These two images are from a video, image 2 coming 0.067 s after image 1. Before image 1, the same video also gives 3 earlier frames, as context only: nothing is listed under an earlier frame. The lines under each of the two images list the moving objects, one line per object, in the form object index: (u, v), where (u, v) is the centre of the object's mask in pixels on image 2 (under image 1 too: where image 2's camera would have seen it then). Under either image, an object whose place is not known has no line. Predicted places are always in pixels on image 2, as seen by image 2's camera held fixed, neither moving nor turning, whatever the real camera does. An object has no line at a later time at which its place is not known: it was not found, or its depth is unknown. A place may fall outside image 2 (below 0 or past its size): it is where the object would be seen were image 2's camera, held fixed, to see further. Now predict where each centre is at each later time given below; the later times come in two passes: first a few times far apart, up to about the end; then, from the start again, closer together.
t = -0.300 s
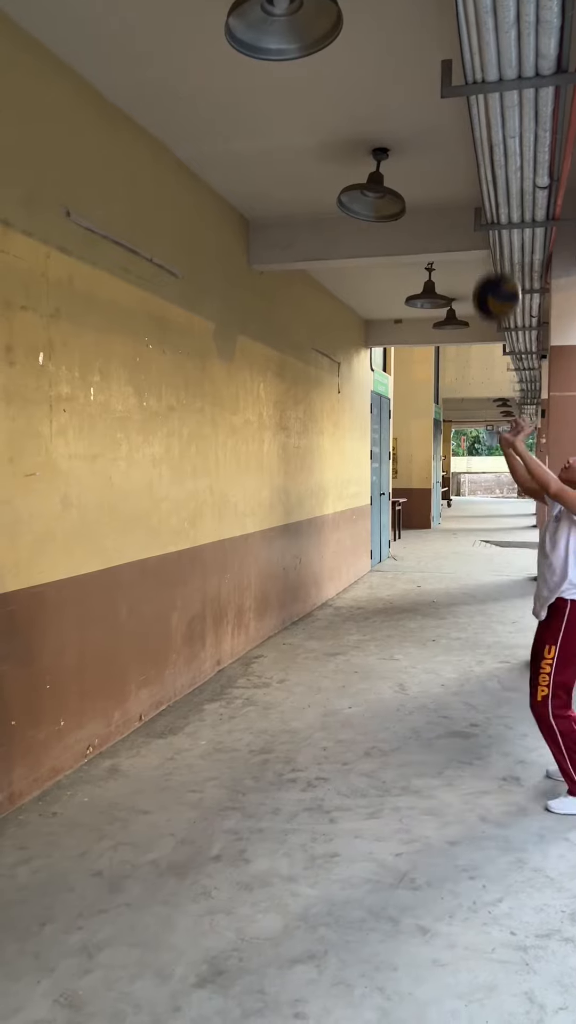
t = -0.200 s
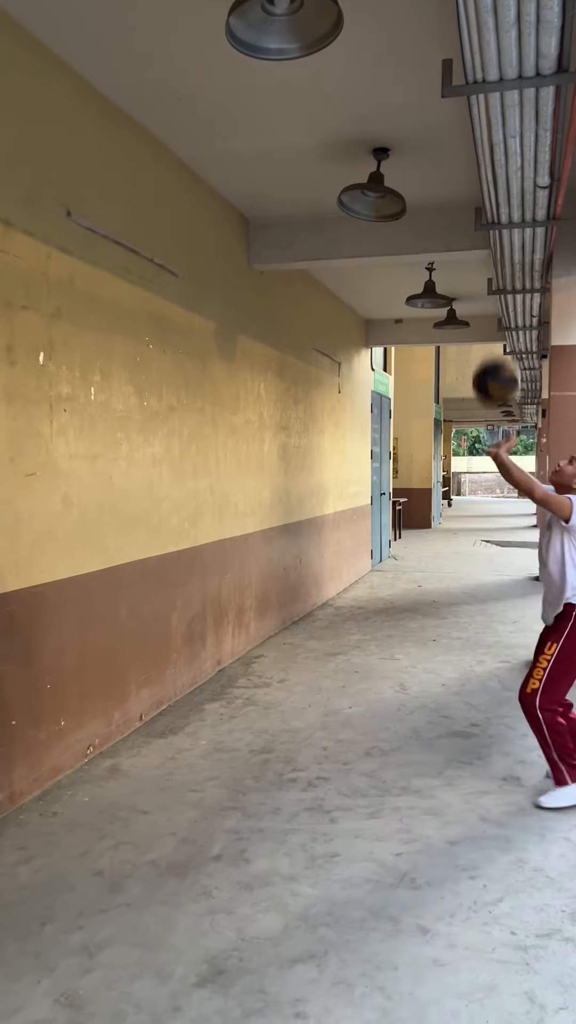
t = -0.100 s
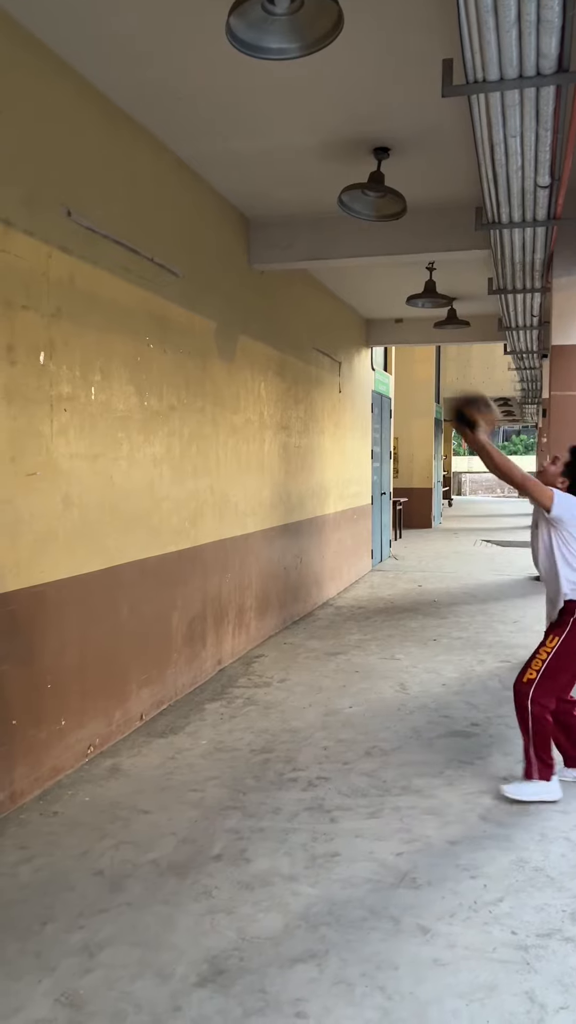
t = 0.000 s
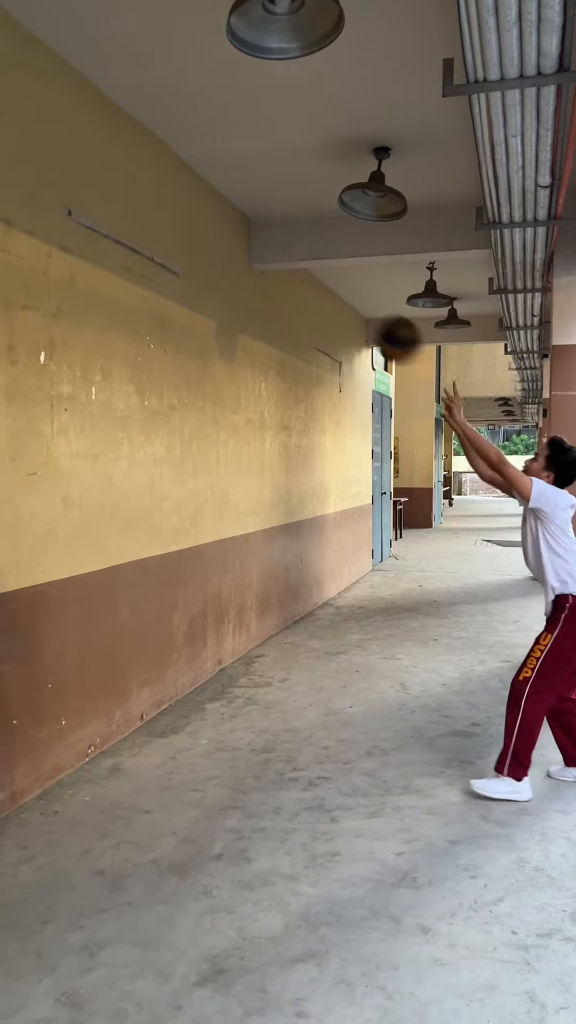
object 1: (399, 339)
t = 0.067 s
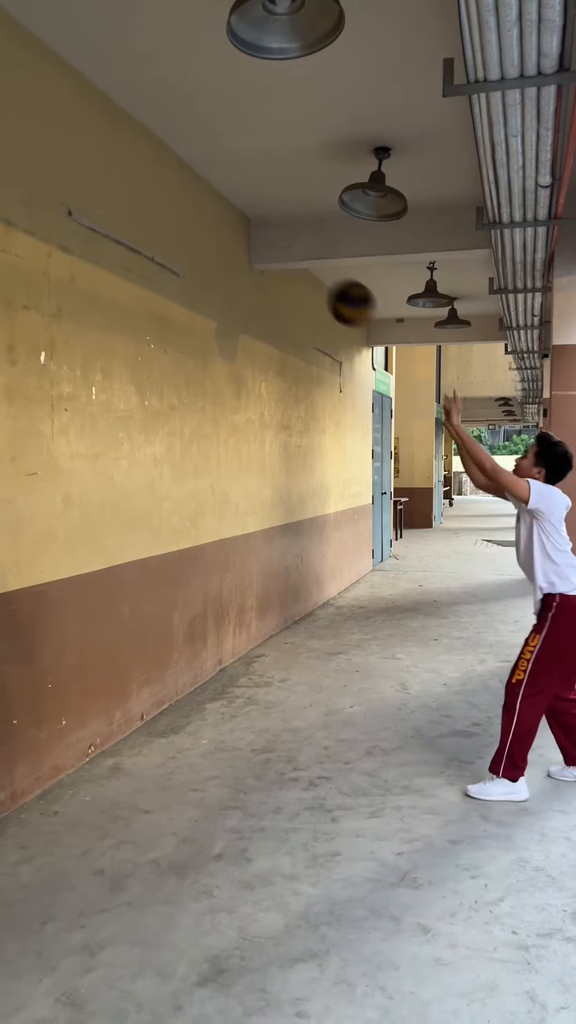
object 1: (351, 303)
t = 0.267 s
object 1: (223, 258)
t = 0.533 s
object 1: (200, 296)
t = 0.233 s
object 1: (243, 260)
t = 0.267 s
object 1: (223, 258)
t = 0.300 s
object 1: (203, 258)
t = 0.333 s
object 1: (185, 261)
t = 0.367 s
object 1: (167, 266)
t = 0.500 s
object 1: (183, 288)
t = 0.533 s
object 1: (200, 296)
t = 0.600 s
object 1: (234, 319)
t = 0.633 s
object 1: (251, 333)
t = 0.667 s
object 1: (269, 349)
